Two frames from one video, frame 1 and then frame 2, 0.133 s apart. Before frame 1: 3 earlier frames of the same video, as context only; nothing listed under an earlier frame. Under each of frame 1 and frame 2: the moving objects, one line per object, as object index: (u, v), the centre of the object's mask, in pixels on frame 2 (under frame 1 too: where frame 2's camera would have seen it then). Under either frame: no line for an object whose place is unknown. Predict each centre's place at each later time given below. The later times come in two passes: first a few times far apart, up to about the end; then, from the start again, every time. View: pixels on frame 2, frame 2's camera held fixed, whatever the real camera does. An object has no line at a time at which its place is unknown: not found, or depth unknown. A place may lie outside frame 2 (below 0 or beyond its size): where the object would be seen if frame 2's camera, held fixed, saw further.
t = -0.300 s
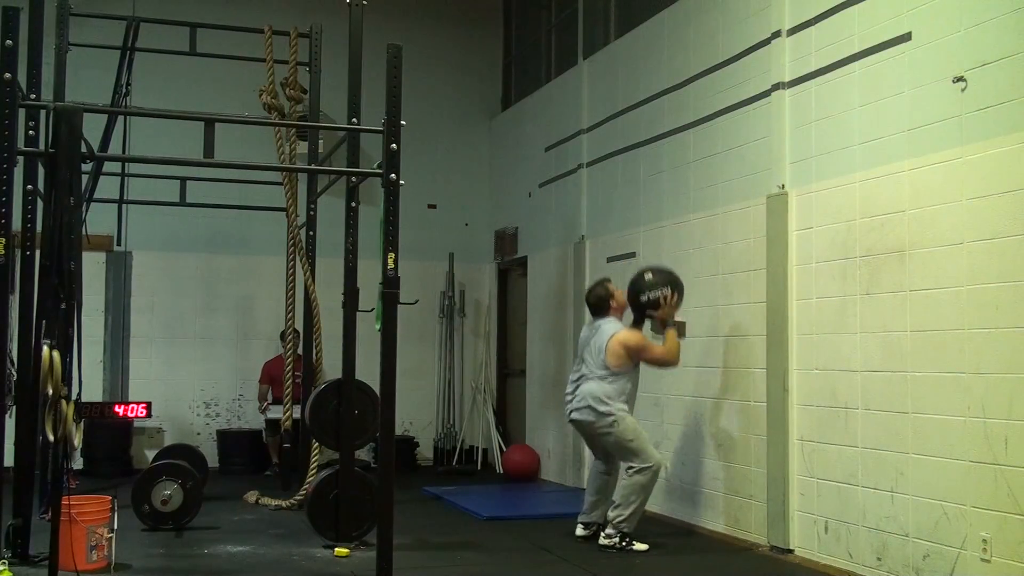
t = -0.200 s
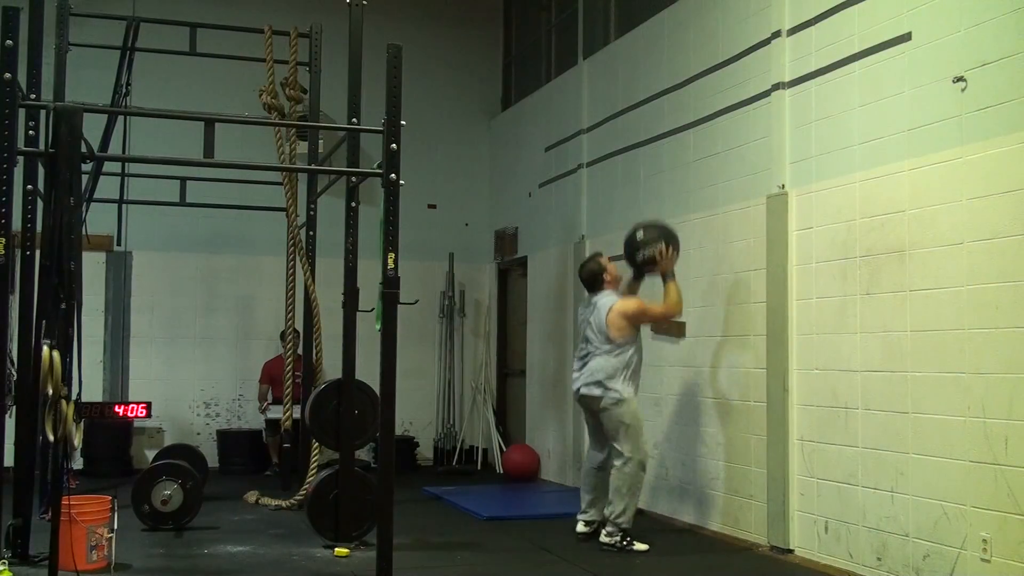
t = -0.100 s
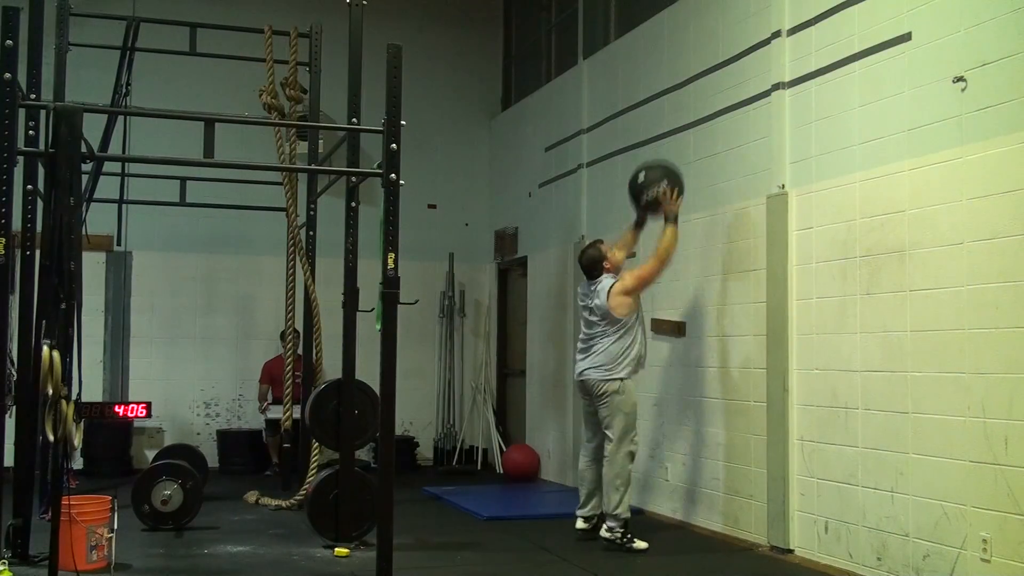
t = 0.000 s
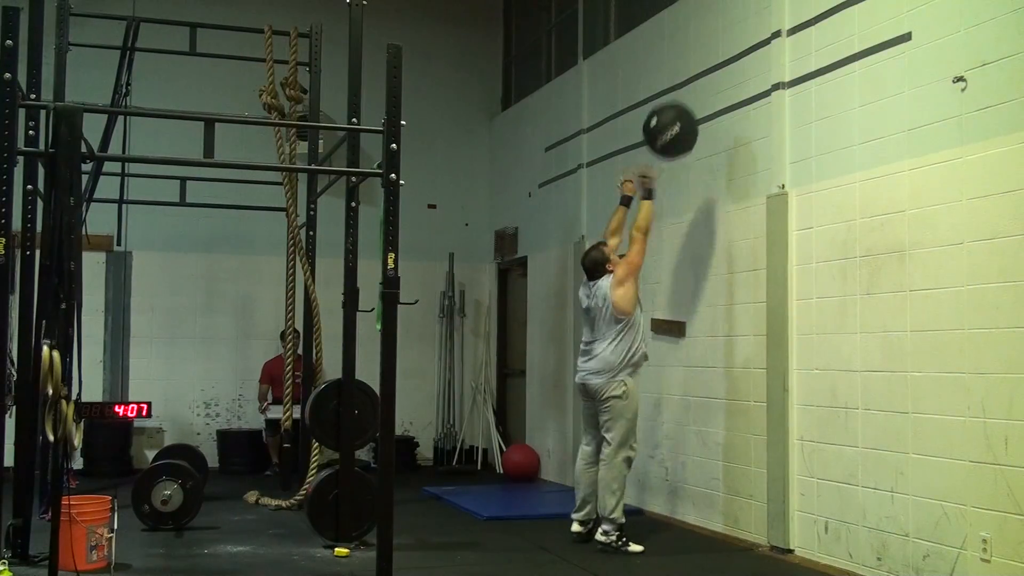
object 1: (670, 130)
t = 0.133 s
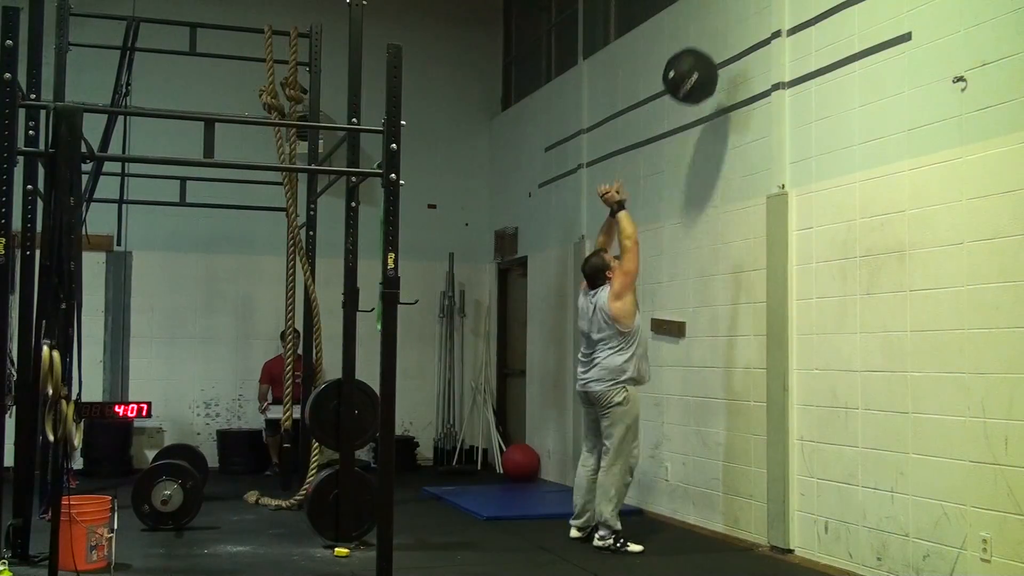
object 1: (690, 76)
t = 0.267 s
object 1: (710, 50)
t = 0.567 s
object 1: (695, 83)
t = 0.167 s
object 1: (695, 67)
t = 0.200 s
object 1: (700, 60)
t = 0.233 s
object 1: (705, 54)
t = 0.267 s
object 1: (710, 50)
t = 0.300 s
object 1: (714, 47)
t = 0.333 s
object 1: (715, 47)
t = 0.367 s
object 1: (712, 47)
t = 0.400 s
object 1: (710, 49)
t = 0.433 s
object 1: (706, 52)
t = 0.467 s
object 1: (704, 57)
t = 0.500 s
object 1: (701, 64)
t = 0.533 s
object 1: (698, 72)
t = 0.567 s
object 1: (695, 83)
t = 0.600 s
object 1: (693, 95)
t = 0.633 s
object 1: (690, 108)
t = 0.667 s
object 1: (687, 123)
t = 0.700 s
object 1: (684, 141)
